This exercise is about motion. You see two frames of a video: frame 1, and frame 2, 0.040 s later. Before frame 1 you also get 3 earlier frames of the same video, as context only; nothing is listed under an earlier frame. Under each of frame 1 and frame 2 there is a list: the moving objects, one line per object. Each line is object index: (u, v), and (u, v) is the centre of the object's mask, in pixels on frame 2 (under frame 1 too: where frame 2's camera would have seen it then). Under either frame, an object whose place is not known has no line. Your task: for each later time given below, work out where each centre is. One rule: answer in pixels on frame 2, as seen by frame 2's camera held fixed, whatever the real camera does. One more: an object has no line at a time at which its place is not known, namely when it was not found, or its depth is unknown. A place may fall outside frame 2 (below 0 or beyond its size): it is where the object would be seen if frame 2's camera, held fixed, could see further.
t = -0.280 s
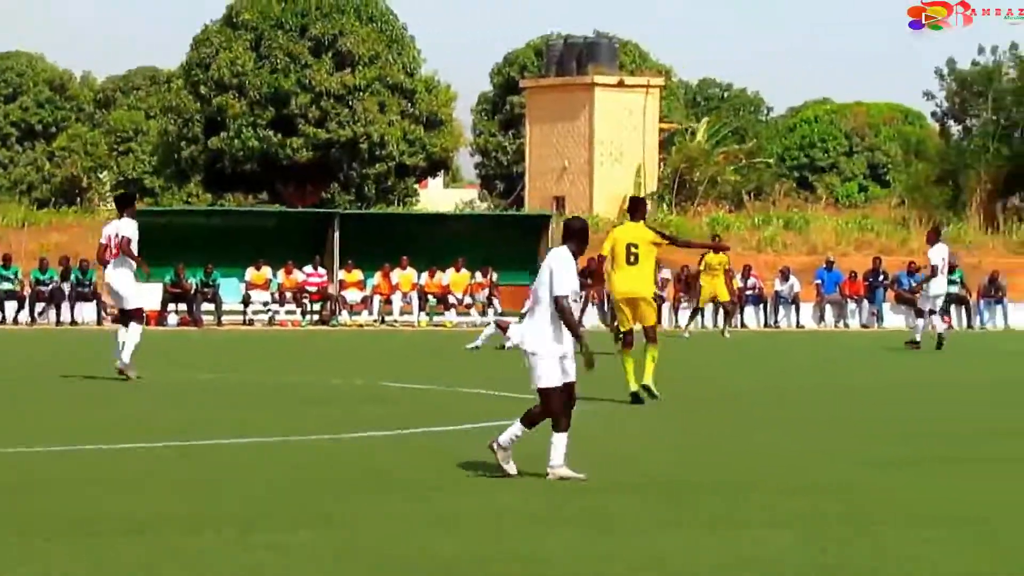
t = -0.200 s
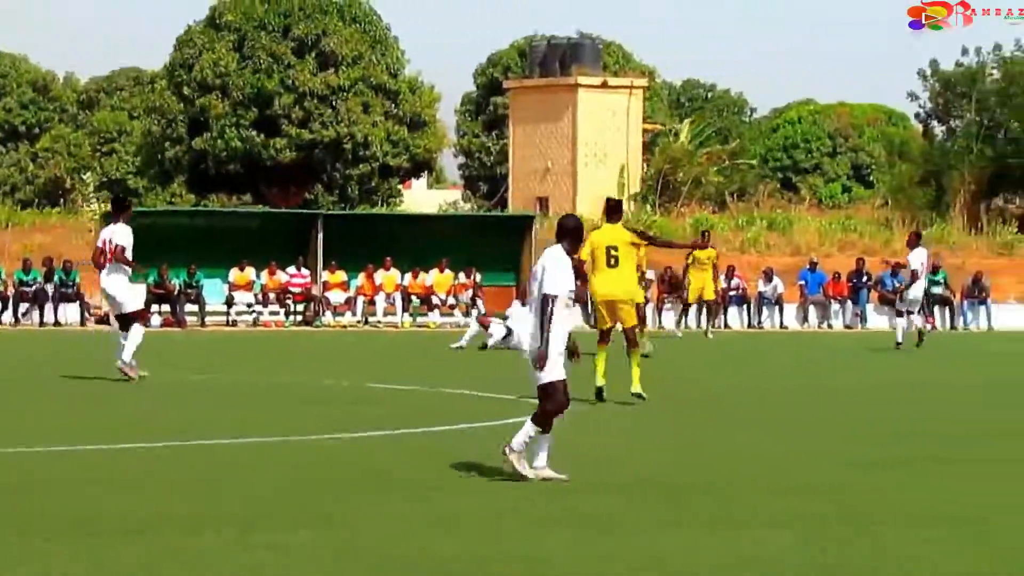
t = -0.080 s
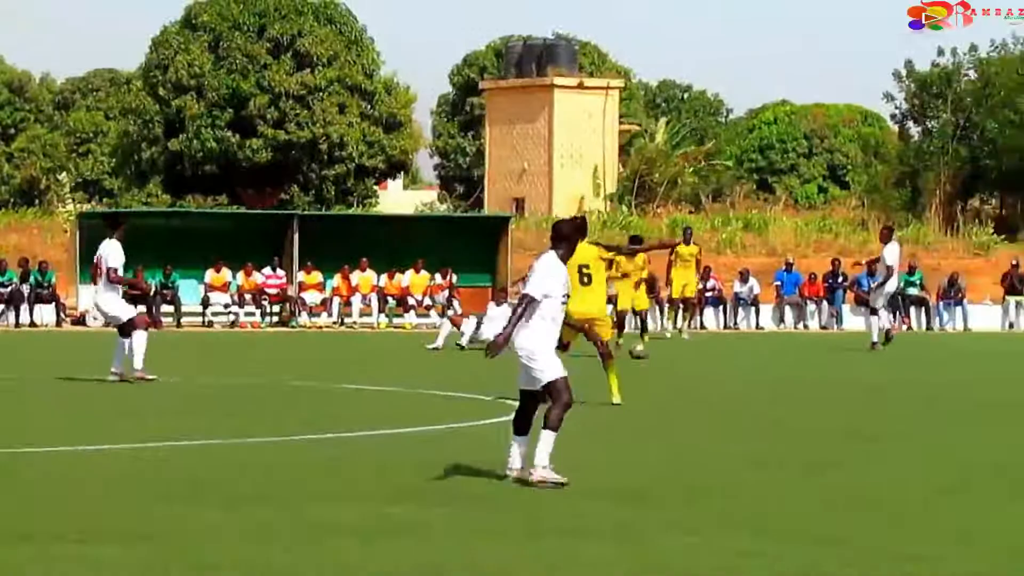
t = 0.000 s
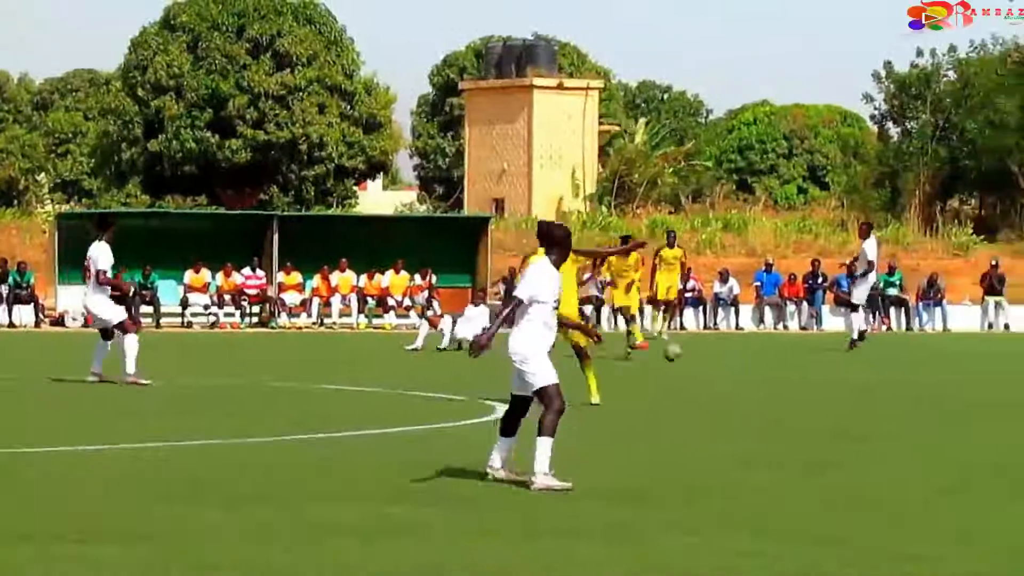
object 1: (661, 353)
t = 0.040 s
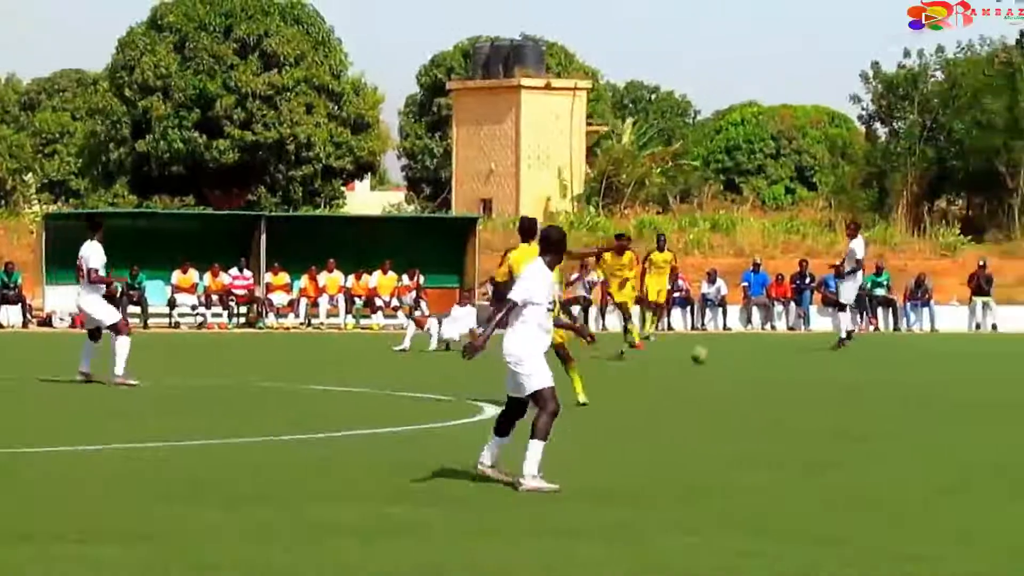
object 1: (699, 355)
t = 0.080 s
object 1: (737, 357)
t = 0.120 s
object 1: (774, 354)
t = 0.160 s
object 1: (813, 354)
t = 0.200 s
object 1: (850, 355)
